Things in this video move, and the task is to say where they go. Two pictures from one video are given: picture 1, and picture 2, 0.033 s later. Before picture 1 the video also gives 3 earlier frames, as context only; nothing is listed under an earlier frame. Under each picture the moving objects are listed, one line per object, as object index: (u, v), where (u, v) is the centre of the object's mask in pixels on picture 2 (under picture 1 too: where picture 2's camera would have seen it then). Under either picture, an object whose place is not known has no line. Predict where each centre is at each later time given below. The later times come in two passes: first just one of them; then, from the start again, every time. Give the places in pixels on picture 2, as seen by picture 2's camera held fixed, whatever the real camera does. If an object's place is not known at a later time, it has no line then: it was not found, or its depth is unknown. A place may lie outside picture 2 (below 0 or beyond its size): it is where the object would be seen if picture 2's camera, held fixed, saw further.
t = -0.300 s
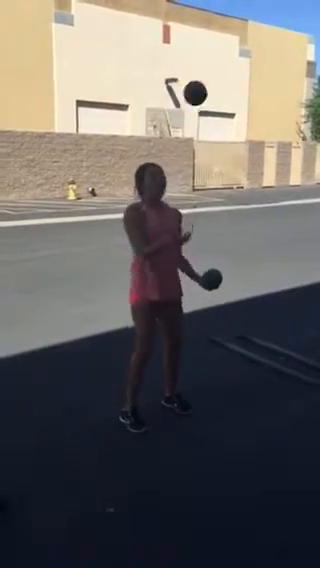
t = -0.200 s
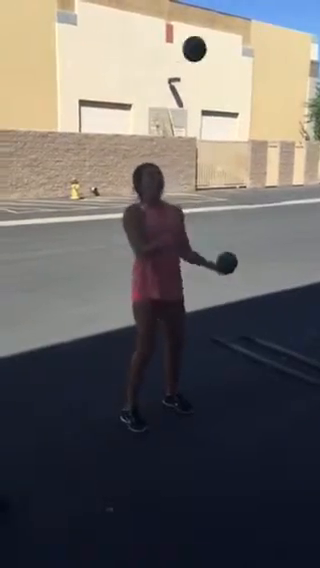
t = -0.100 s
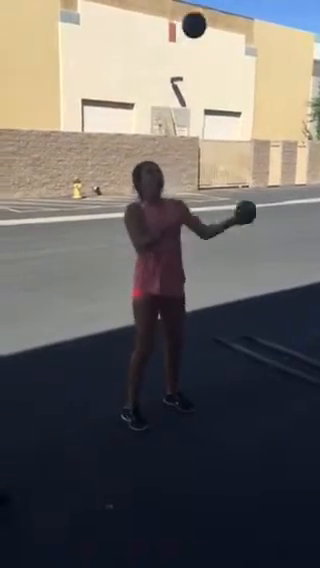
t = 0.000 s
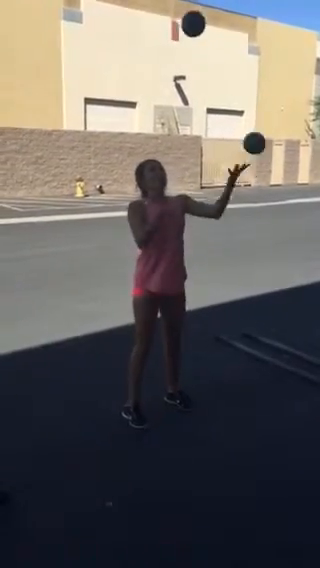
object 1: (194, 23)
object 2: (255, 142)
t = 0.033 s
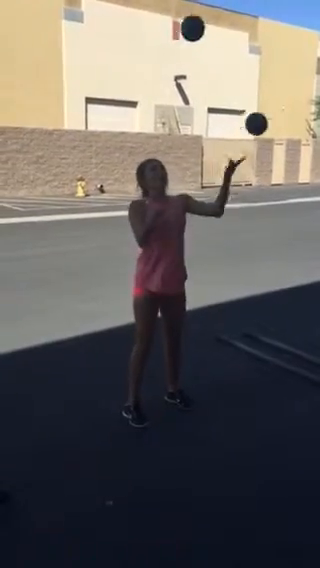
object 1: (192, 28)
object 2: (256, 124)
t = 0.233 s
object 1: (183, 104)
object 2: (259, 51)
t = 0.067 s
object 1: (191, 35)
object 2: (257, 106)
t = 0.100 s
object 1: (189, 45)
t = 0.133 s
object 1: (187, 56)
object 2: (258, 78)
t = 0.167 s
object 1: (186, 70)
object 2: (258, 67)
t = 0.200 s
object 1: (184, 86)
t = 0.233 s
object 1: (183, 104)
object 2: (259, 51)
